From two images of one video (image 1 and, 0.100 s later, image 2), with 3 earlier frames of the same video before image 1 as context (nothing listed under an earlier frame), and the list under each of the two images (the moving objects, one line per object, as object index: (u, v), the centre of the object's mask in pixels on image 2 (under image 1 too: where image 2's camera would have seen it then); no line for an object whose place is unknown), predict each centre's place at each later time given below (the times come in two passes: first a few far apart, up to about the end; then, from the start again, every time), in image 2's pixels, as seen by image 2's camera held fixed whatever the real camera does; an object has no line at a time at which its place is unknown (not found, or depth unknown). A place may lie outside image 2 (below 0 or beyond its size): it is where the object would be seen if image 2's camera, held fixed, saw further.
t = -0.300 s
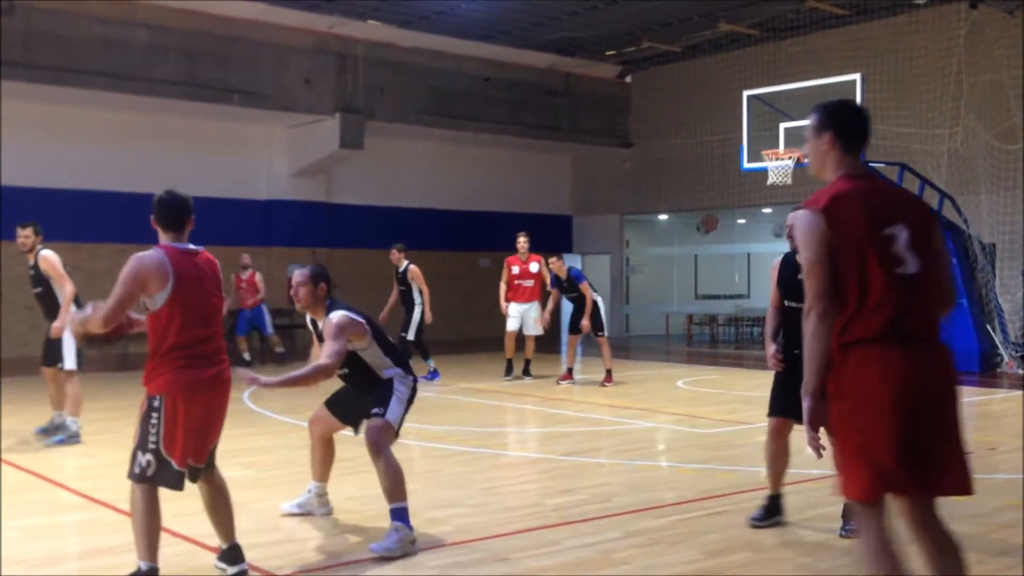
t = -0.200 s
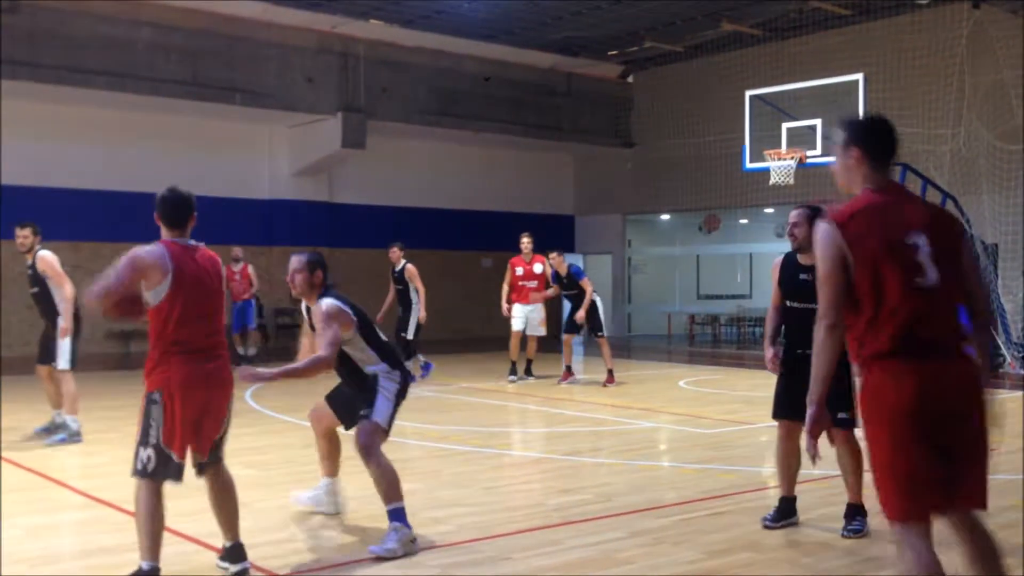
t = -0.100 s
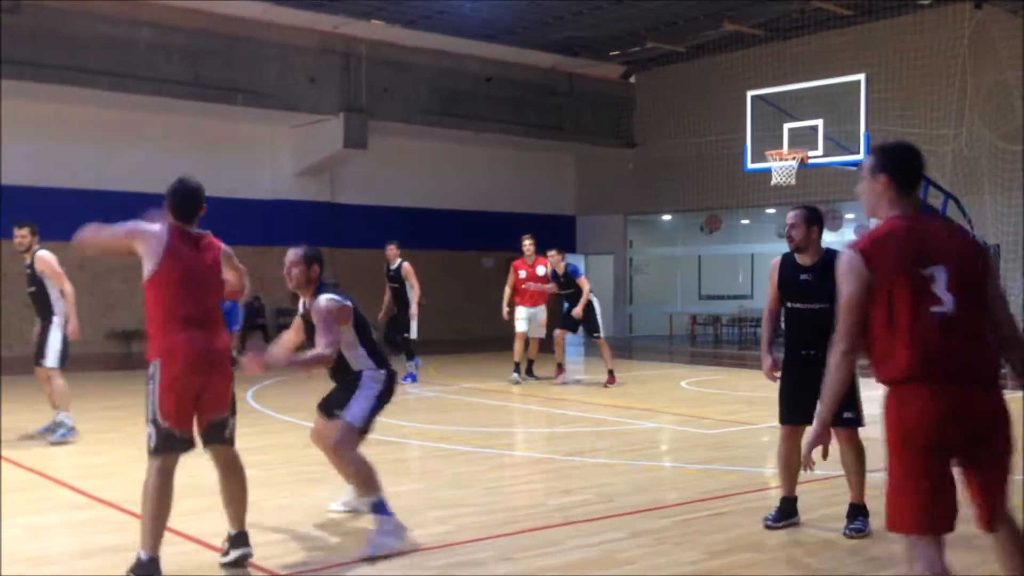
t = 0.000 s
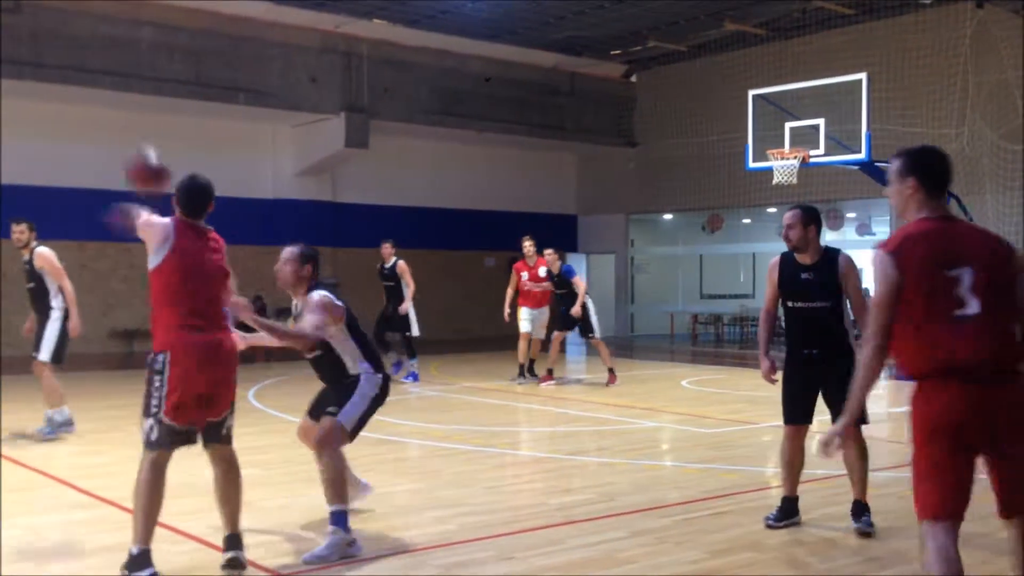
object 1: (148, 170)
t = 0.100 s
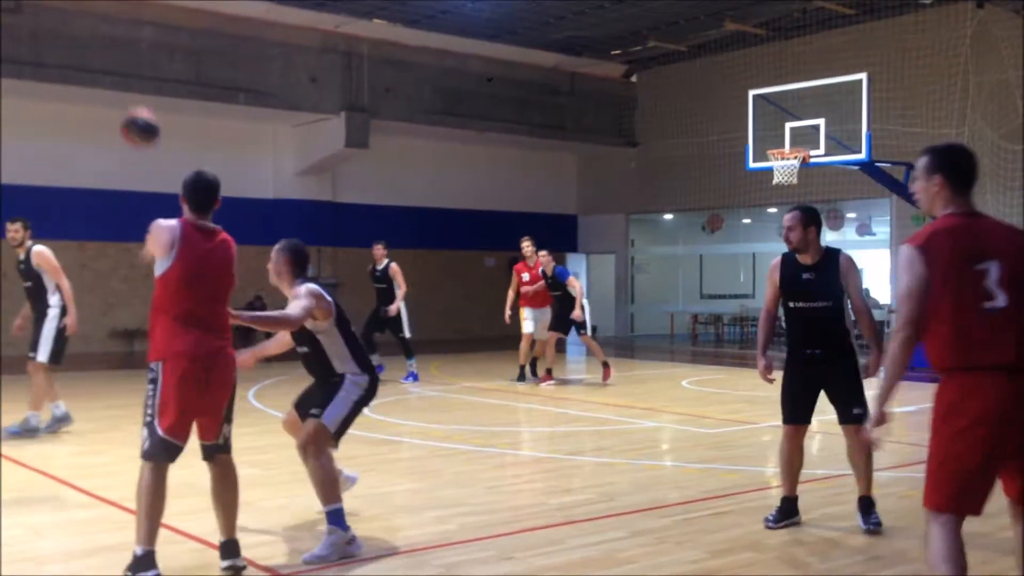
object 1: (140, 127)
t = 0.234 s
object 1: (133, 101)
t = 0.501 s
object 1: (127, 116)
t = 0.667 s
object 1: (129, 152)
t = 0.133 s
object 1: (138, 117)
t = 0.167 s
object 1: (136, 110)
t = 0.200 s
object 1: (135, 105)
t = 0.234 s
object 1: (133, 101)
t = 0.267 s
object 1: (132, 100)
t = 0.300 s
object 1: (131, 99)
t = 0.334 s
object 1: (130, 100)
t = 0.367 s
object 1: (130, 100)
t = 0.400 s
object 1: (127, 103)
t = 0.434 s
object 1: (126, 106)
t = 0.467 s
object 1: (127, 111)
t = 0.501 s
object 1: (127, 116)
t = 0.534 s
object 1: (127, 123)
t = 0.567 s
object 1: (126, 129)
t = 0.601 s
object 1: (126, 136)
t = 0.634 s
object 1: (128, 146)
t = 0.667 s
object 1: (129, 152)
